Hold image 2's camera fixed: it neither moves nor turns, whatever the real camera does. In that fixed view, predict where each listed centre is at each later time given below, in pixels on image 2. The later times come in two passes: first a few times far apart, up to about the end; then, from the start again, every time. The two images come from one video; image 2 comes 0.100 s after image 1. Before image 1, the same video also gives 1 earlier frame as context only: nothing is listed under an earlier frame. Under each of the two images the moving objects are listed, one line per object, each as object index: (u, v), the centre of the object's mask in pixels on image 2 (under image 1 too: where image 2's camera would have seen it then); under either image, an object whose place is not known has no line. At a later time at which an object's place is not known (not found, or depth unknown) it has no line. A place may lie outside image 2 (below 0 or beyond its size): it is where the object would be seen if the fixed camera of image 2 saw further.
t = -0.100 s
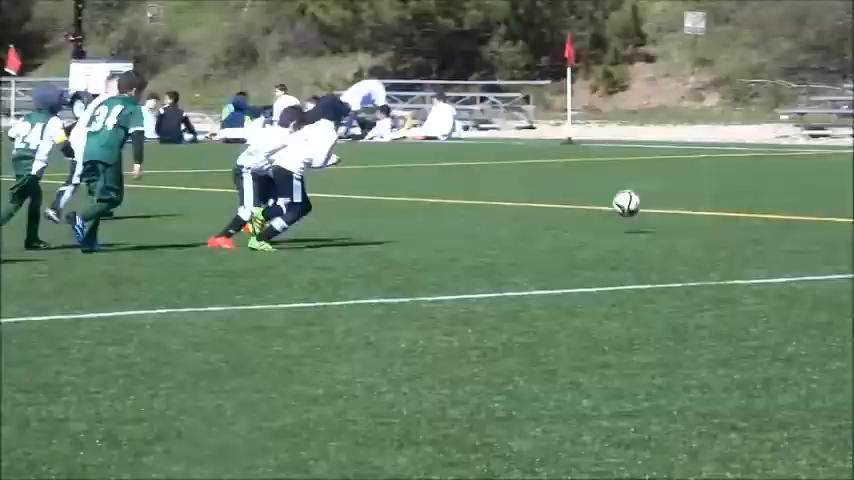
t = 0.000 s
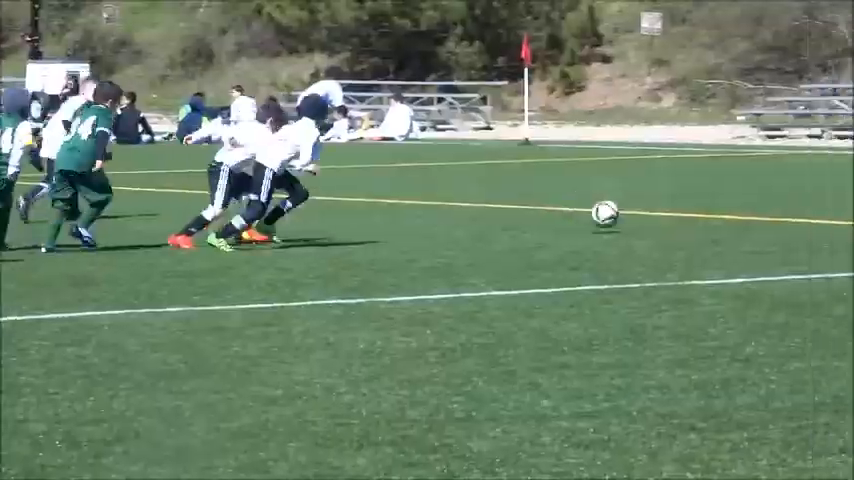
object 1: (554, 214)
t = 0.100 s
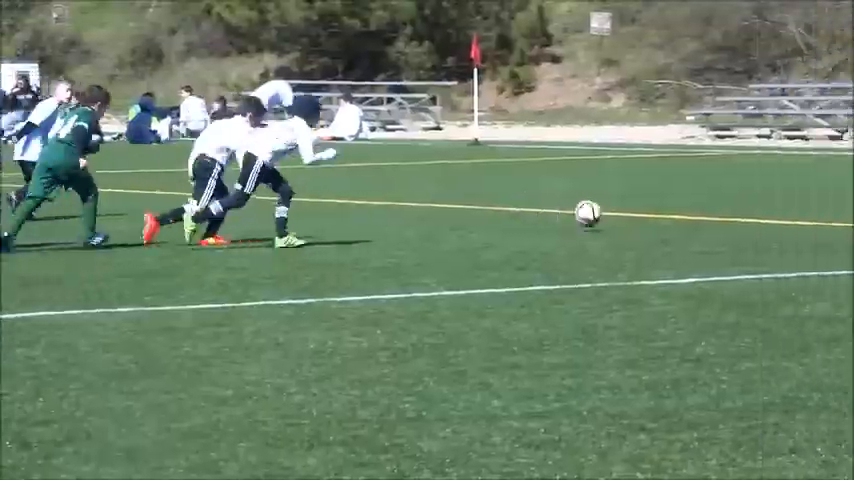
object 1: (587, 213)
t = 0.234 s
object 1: (632, 213)
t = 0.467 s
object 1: (706, 213)
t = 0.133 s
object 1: (599, 211)
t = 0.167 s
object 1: (610, 210)
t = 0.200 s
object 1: (621, 211)
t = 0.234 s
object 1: (632, 213)
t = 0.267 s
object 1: (643, 216)
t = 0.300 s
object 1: (654, 216)
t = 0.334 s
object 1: (664, 213)
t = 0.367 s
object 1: (675, 211)
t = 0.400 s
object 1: (684, 211)
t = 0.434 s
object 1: (695, 211)
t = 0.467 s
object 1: (706, 213)
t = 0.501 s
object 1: (715, 213)
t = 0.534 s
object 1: (725, 211)
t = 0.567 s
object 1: (735, 212)
